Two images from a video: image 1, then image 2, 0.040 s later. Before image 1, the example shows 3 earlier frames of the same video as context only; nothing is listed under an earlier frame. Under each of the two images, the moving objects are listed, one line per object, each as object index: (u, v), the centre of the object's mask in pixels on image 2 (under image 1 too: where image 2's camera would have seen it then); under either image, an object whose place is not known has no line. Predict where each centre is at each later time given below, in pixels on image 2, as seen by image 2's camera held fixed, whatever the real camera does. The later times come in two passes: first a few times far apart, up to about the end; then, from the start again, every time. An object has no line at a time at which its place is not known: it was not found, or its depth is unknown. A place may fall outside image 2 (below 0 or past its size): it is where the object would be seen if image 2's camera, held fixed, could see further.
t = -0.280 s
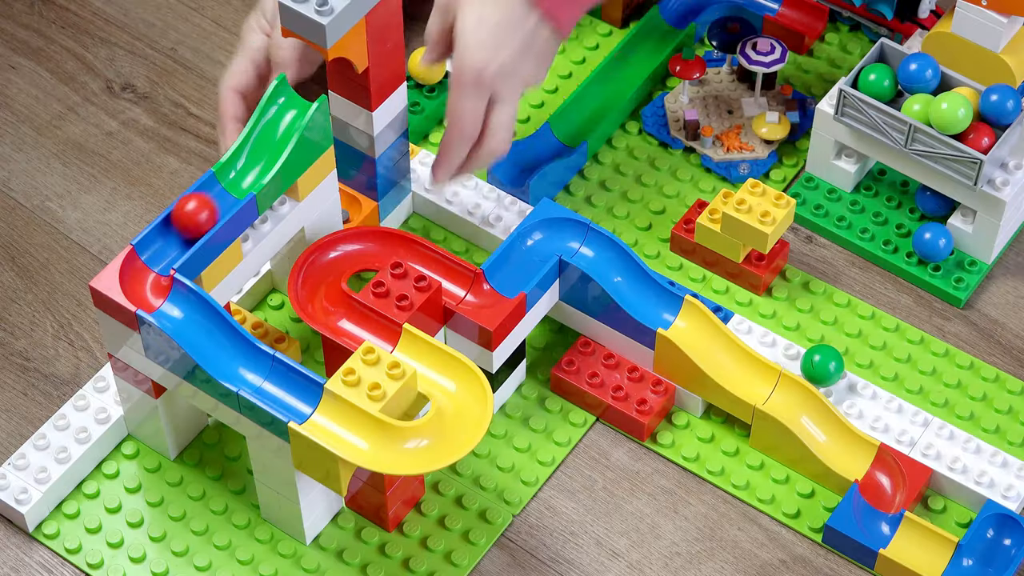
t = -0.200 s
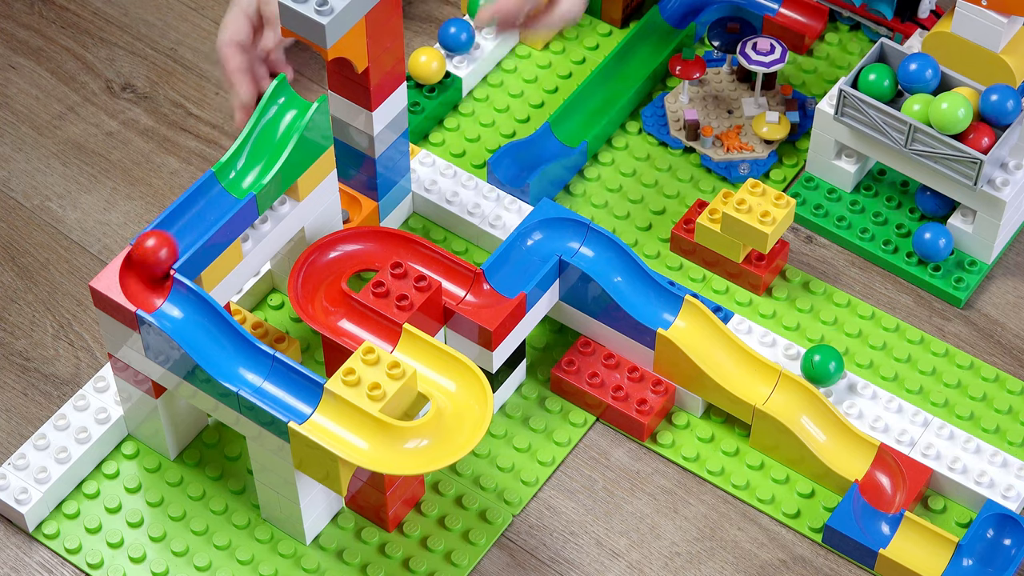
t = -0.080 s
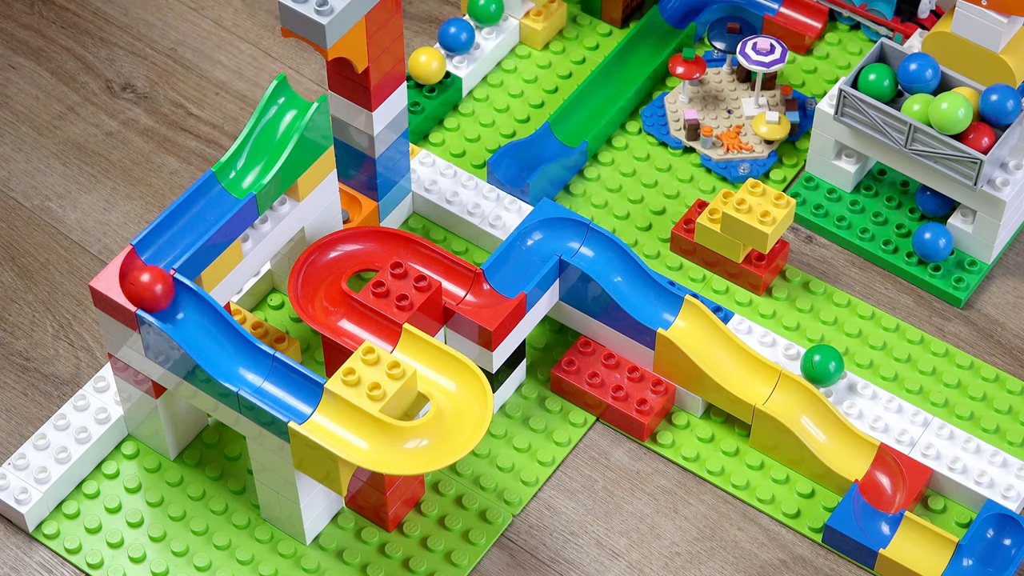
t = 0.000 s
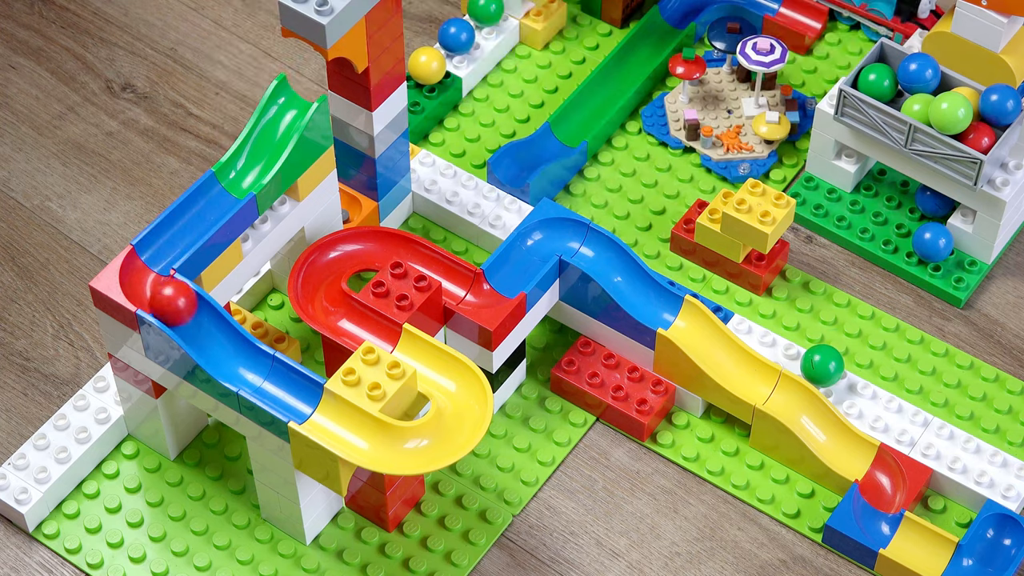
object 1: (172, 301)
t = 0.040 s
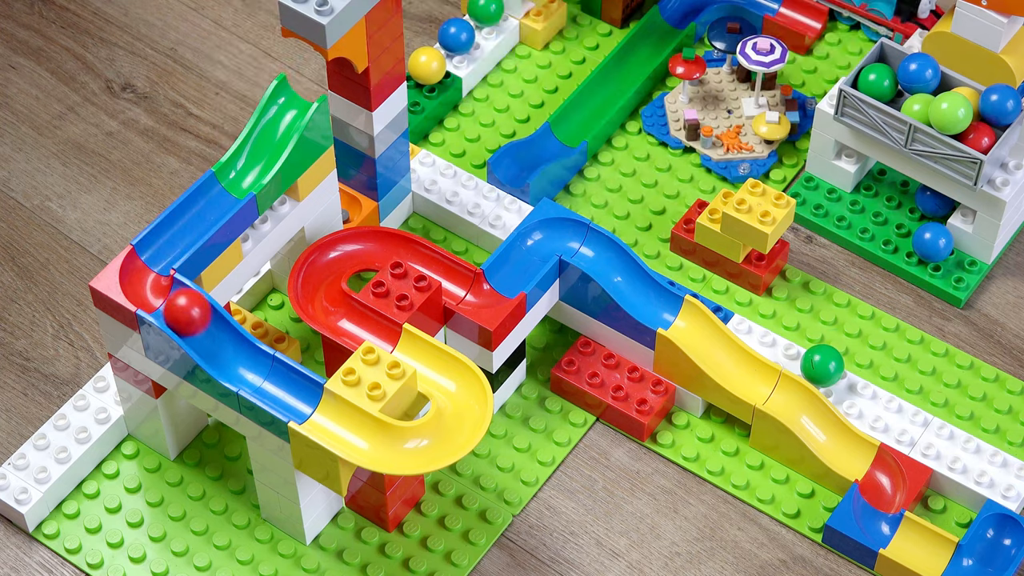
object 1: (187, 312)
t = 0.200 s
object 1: (290, 390)
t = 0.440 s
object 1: (458, 422)
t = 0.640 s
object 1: (374, 329)
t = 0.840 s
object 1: (330, 258)
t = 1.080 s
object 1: (490, 288)
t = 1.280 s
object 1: (543, 236)
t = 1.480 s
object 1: (603, 255)
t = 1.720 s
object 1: (773, 387)
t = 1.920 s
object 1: (903, 535)
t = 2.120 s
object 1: (1000, 536)
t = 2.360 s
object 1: (1000, 535)
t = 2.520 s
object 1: (998, 539)
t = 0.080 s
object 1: (205, 329)
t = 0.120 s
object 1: (230, 353)
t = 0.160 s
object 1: (261, 372)
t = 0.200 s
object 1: (290, 390)
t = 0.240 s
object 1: (315, 407)
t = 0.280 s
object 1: (343, 424)
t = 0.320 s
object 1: (371, 439)
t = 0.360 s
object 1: (404, 446)
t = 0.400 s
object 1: (436, 440)
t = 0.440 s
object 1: (458, 422)
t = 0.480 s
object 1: (463, 399)
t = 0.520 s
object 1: (450, 378)
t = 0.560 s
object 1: (424, 359)
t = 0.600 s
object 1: (397, 341)
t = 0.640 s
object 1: (374, 329)
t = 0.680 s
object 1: (350, 319)
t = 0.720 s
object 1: (324, 304)
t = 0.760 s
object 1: (316, 292)
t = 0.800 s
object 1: (318, 273)
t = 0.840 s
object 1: (330, 258)
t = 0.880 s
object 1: (361, 243)
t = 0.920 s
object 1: (388, 245)
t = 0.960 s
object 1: (428, 260)
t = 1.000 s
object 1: (453, 276)
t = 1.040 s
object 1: (468, 288)
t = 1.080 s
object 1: (490, 288)
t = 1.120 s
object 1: (505, 278)
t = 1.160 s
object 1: (514, 268)
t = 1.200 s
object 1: (524, 257)
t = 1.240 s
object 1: (533, 246)
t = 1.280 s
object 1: (543, 236)
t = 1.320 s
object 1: (556, 234)
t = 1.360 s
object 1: (569, 235)
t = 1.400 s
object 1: (581, 240)
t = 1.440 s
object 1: (591, 247)
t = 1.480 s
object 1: (603, 255)
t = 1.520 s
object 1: (618, 268)
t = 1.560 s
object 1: (638, 289)
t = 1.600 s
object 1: (667, 309)
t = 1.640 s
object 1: (700, 329)
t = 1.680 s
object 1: (732, 358)
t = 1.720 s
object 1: (773, 387)
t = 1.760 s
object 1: (815, 416)
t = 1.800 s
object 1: (861, 457)
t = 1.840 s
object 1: (885, 489)
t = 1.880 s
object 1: (878, 519)
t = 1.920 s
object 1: (903, 535)
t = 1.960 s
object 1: (930, 551)
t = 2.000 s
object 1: (958, 560)
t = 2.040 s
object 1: (980, 559)
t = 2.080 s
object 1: (991, 548)
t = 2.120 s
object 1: (1000, 536)
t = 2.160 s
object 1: (1002, 532)
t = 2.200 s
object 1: (1002, 533)
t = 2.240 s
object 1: (1002, 532)
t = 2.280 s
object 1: (1001, 534)
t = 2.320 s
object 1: (1001, 535)
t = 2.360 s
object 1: (1000, 535)
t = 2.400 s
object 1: (1000, 536)
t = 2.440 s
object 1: (999, 537)
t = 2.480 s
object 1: (998, 538)
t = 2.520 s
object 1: (998, 539)
